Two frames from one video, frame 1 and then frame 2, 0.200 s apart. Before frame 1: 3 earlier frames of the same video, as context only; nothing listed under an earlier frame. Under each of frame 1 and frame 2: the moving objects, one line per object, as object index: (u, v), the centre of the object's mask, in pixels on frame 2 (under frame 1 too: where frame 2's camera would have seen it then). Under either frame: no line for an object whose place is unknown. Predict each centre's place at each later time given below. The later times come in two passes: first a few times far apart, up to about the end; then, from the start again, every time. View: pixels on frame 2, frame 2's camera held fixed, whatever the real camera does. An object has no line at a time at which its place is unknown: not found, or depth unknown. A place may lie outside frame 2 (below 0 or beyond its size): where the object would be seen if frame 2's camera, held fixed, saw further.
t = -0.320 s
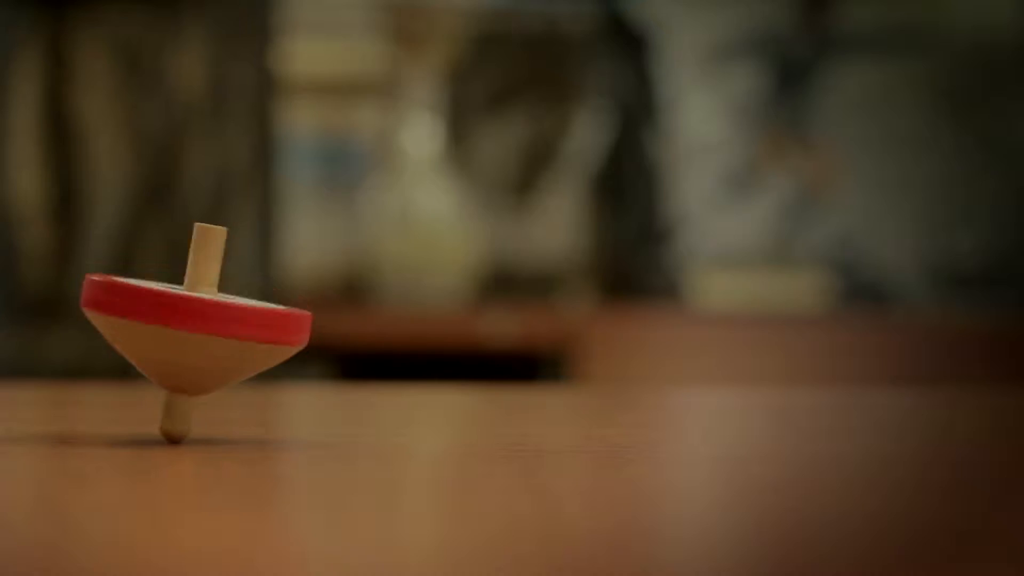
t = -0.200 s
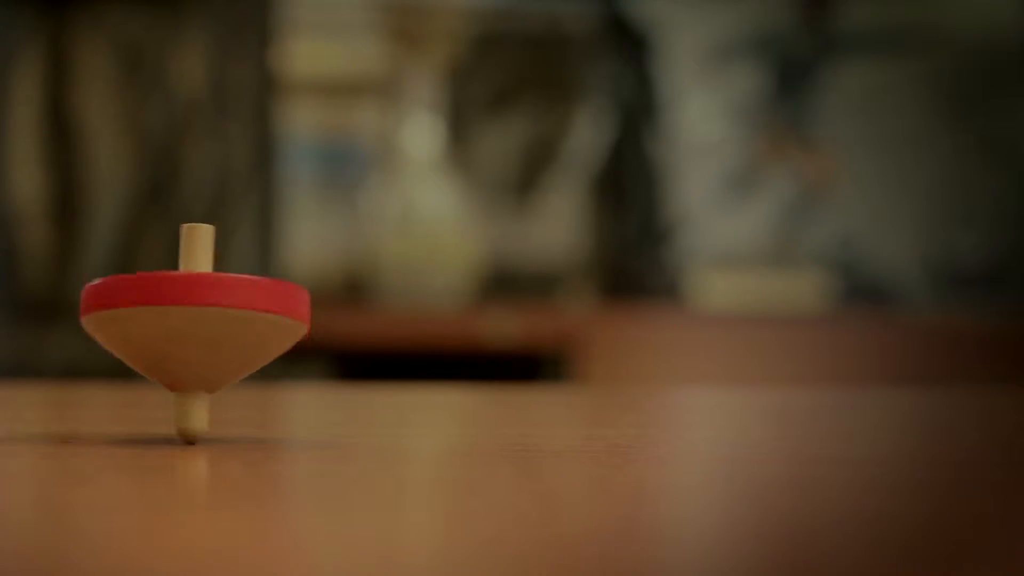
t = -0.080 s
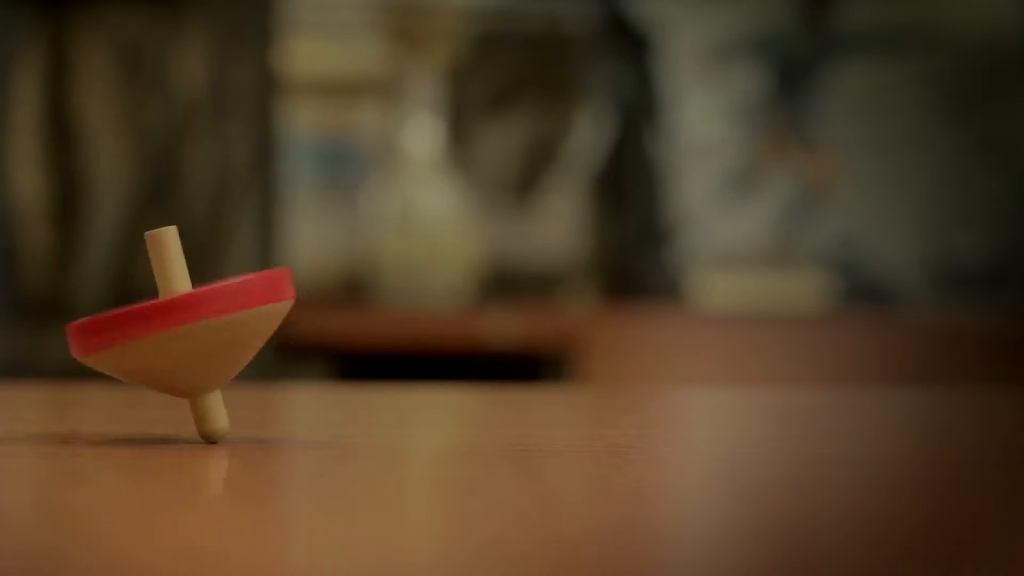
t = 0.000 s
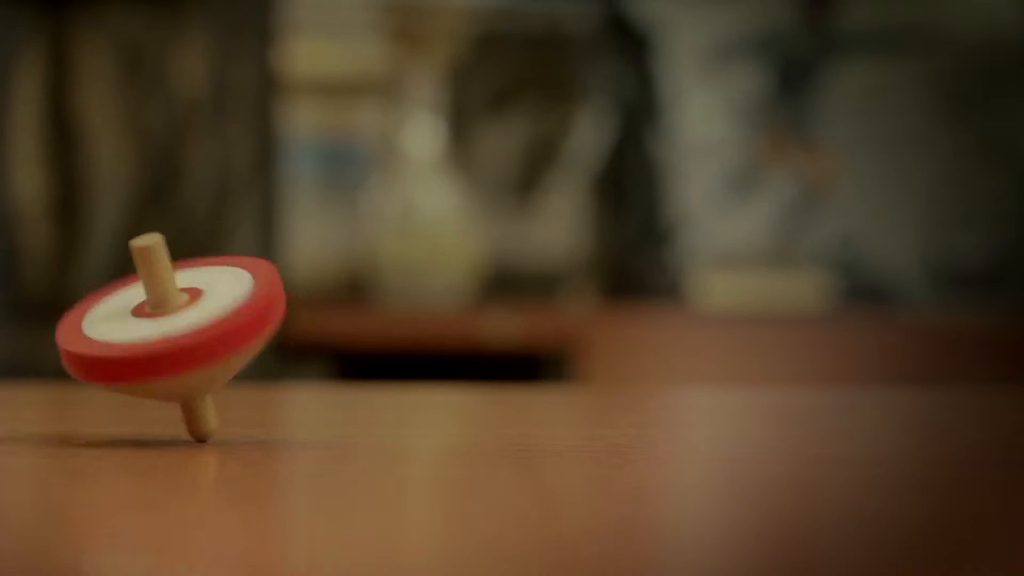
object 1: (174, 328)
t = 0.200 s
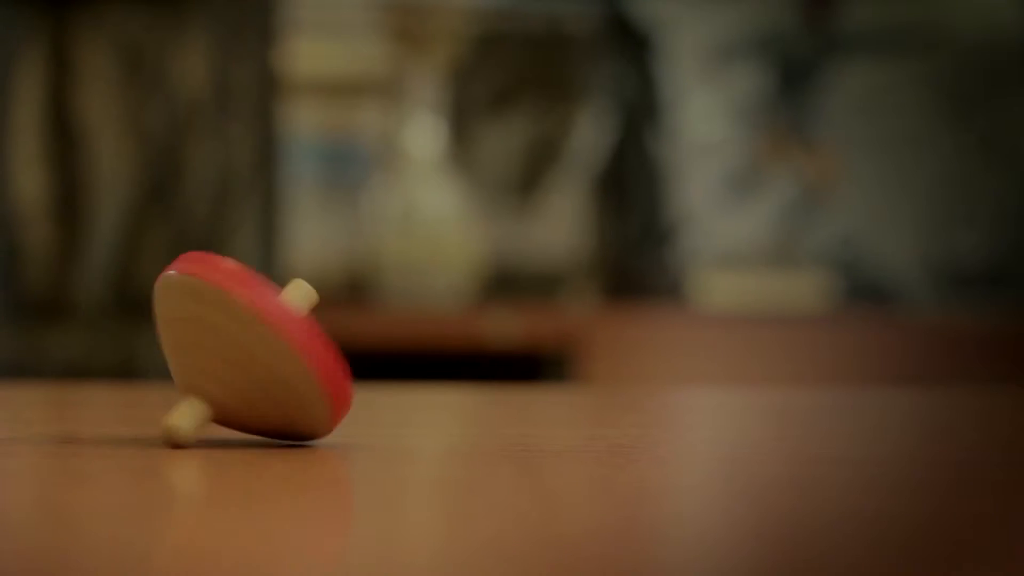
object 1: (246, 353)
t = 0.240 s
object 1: (248, 348)
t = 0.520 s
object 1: (253, 363)
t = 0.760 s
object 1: (208, 352)
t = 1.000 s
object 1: (170, 341)
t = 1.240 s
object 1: (320, 340)
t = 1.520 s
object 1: (346, 344)
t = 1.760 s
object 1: (271, 341)
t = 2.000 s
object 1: (201, 345)
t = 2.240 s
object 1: (206, 340)
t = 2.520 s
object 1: (297, 334)
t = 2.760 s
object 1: (353, 344)
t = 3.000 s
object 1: (345, 345)
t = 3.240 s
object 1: (269, 341)
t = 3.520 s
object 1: (203, 345)
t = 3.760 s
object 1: (201, 344)
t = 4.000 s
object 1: (244, 335)
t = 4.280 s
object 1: (336, 340)
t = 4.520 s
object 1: (355, 349)
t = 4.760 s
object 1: (333, 343)
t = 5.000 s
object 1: (277, 341)
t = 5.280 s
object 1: (215, 343)
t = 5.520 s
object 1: (200, 350)
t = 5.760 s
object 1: (220, 338)
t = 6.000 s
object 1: (279, 334)
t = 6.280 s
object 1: (338, 339)
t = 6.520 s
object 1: (354, 348)
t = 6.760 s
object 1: (347, 346)
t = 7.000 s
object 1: (296, 342)
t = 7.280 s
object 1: (232, 342)
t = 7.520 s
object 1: (205, 344)
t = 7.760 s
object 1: (200, 348)
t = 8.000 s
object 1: (200, 345)
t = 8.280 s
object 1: (217, 338)
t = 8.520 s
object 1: (258, 335)
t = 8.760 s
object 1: (318, 337)
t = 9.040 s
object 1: (354, 347)
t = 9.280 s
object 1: (354, 347)
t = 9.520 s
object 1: (344, 344)
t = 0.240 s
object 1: (248, 348)
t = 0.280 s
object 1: (243, 346)
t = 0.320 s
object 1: (239, 346)
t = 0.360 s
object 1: (236, 348)
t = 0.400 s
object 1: (238, 352)
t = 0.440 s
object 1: (244, 354)
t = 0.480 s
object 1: (251, 359)
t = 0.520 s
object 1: (253, 363)
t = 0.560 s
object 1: (251, 358)
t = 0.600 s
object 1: (245, 356)
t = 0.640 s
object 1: (239, 355)
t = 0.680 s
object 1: (230, 352)
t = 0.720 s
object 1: (220, 351)
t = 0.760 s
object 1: (208, 352)
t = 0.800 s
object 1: (197, 352)
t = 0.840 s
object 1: (186, 352)
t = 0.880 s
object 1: (179, 354)
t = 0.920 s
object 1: (168, 352)
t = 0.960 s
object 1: (164, 345)
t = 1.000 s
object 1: (170, 341)
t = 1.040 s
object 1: (185, 337)
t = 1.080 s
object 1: (208, 335)
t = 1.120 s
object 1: (236, 335)
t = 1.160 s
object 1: (266, 336)
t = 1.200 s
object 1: (295, 338)
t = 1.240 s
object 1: (320, 340)
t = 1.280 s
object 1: (339, 342)
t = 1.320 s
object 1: (350, 344)
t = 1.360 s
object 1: (352, 347)
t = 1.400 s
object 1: (353, 349)
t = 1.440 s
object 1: (354, 347)
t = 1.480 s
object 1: (351, 345)
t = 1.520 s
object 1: (346, 344)
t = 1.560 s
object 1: (338, 343)
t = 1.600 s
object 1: (328, 342)
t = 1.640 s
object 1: (316, 341)
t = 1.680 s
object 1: (302, 341)
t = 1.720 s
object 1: (286, 340)
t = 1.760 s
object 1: (271, 341)
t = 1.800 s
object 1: (256, 340)
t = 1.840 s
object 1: (242, 341)
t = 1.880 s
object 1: (229, 341)
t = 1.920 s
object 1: (218, 343)
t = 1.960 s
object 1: (208, 343)
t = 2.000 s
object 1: (201, 345)
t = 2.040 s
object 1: (197, 346)
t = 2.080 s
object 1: (197, 348)
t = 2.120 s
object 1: (198, 349)
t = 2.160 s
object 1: (198, 346)
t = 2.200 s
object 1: (200, 343)
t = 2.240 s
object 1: (206, 340)
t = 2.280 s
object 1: (215, 338)
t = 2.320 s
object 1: (227, 336)
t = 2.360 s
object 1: (239, 335)
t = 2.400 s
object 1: (253, 334)
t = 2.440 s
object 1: (268, 334)
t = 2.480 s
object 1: (283, 334)
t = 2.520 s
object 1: (297, 334)
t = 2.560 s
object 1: (311, 335)
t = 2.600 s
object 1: (323, 337)
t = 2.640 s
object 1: (333, 338)
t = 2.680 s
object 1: (342, 340)
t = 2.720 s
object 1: (348, 342)
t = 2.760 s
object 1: (353, 344)
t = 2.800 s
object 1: (354, 346)
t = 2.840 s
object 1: (354, 349)
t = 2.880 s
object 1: (354, 350)
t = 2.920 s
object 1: (354, 348)
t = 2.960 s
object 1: (351, 346)
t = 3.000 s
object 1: (345, 345)
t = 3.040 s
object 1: (337, 344)
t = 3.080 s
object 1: (326, 343)
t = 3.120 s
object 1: (313, 342)
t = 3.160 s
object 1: (298, 342)
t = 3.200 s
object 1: (283, 342)
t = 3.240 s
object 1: (269, 341)
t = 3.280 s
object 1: (255, 341)
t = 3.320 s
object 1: (242, 341)
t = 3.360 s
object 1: (231, 342)
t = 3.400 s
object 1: (222, 342)
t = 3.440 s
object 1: (213, 343)
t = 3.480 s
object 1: (207, 344)
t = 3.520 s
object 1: (203, 345)
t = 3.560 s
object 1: (200, 346)
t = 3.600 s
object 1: (199, 347)
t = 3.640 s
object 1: (200, 348)
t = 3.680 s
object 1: (200, 348)
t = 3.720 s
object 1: (199, 346)
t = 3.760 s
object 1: (201, 344)
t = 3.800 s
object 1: (204, 342)
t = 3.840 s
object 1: (209, 340)
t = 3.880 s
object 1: (215, 339)
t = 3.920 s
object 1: (223, 338)
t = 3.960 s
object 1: (233, 336)
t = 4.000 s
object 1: (244, 335)
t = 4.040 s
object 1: (257, 335)
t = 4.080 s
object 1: (271, 335)
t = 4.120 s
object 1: (286, 335)
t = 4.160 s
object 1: (300, 335)
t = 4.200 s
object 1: (313, 336)
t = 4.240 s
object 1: (325, 338)
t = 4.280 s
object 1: (336, 340)
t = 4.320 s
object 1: (344, 341)
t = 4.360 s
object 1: (350, 343)
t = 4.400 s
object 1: (353, 346)
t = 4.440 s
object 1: (354, 348)
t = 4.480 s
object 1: (354, 350)
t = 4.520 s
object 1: (355, 349)
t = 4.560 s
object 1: (355, 348)
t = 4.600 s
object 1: (353, 346)
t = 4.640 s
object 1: (350, 345)
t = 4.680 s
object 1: (345, 344)
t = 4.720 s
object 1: (339, 343)
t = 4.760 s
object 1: (333, 343)
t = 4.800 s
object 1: (325, 342)
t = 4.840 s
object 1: (317, 341)
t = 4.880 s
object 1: (307, 341)
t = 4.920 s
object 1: (297, 341)
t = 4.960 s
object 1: (287, 341)
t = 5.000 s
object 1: (277, 341)
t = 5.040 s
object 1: (267, 341)
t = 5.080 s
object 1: (258, 341)
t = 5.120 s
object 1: (248, 341)
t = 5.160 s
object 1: (239, 341)
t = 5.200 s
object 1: (230, 341)
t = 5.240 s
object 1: (223, 342)
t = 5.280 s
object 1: (215, 343)
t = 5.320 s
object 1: (209, 343)
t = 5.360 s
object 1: (204, 344)
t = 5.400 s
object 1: (200, 346)
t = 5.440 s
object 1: (199, 347)
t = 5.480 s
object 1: (199, 348)
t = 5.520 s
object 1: (200, 350)
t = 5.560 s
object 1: (199, 348)
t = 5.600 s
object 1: (199, 345)
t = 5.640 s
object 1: (202, 343)
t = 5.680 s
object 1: (206, 341)
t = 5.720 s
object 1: (212, 340)
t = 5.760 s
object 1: (220, 338)
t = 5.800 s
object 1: (228, 337)
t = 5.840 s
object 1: (237, 336)
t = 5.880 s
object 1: (247, 335)
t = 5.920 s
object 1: (258, 335)
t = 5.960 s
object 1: (268, 334)
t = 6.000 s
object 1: (279, 334)
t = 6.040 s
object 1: (289, 334)
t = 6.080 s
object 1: (299, 334)
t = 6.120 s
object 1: (308, 335)
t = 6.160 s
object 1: (317, 336)
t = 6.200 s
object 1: (324, 337)
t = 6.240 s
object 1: (331, 338)
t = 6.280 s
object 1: (338, 339)
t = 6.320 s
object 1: (343, 340)
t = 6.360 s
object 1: (348, 341)
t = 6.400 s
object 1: (351, 343)
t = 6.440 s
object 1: (353, 345)
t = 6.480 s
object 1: (354, 347)
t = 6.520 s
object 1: (354, 348)
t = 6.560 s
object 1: (353, 350)
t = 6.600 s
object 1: (354, 350)
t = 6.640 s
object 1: (354, 349)
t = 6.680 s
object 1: (354, 348)
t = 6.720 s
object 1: (351, 347)
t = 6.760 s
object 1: (347, 346)
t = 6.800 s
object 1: (342, 345)
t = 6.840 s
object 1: (335, 344)
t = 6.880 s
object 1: (327, 344)
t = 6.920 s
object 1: (318, 343)
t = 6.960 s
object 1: (307, 342)
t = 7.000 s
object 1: (296, 342)
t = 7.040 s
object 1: (286, 342)
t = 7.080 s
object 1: (275, 342)
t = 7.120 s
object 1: (265, 342)
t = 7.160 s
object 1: (256, 342)
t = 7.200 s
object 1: (247, 341)
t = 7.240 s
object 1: (239, 341)
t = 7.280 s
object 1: (232, 342)
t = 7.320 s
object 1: (227, 342)
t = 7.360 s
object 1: (221, 343)
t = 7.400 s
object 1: (217, 343)
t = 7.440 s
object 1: (212, 343)
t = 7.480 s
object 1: (208, 344)
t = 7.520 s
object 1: (205, 344)
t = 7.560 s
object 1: (203, 345)
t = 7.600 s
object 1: (202, 345)
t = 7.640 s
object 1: (201, 346)
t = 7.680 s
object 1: (200, 346)
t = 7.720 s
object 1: (200, 347)
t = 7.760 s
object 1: (200, 348)
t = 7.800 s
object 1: (201, 348)
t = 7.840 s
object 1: (201, 349)
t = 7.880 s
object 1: (200, 348)
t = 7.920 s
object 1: (200, 347)
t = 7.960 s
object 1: (200, 346)
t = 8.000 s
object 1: (200, 345)
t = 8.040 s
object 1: (201, 344)
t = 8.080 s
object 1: (202, 343)
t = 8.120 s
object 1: (204, 342)
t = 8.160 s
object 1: (206, 341)
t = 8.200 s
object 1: (209, 340)
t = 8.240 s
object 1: (213, 339)
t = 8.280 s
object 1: (217, 338)
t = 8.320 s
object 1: (223, 338)
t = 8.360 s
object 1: (228, 337)
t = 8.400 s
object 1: (234, 336)
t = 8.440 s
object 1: (241, 336)
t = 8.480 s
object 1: (249, 335)
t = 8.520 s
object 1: (258, 335)
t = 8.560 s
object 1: (268, 335)
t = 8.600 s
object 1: (278, 335)
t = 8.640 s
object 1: (288, 335)
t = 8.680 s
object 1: (299, 335)
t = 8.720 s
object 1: (309, 336)
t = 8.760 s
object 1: (318, 337)
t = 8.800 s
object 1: (327, 338)
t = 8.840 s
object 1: (335, 339)
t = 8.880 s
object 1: (341, 341)
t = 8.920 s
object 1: (347, 342)
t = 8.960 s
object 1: (350, 344)
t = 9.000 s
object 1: (353, 345)
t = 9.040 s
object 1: (354, 347)
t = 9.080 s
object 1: (355, 348)
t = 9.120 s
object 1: (354, 350)
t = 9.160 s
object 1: (354, 350)
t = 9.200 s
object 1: (355, 349)
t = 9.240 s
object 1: (355, 348)
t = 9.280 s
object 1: (354, 347)
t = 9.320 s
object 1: (354, 347)
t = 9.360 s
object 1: (352, 346)
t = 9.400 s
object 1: (350, 345)
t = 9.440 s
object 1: (348, 345)
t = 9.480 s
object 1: (346, 344)
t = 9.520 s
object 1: (344, 344)
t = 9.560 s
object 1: (342, 343)
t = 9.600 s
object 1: (339, 343)
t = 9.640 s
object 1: (337, 343)
